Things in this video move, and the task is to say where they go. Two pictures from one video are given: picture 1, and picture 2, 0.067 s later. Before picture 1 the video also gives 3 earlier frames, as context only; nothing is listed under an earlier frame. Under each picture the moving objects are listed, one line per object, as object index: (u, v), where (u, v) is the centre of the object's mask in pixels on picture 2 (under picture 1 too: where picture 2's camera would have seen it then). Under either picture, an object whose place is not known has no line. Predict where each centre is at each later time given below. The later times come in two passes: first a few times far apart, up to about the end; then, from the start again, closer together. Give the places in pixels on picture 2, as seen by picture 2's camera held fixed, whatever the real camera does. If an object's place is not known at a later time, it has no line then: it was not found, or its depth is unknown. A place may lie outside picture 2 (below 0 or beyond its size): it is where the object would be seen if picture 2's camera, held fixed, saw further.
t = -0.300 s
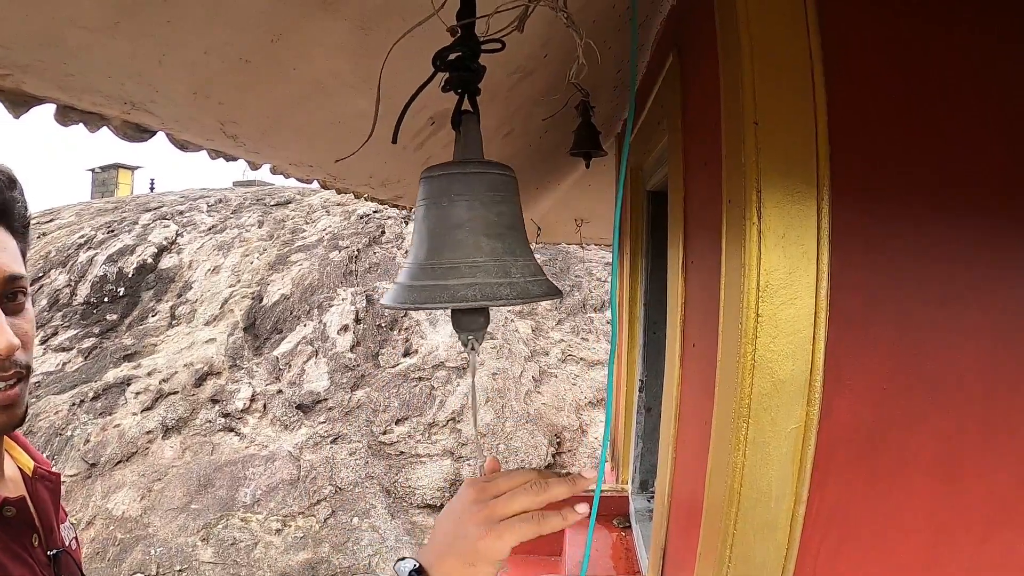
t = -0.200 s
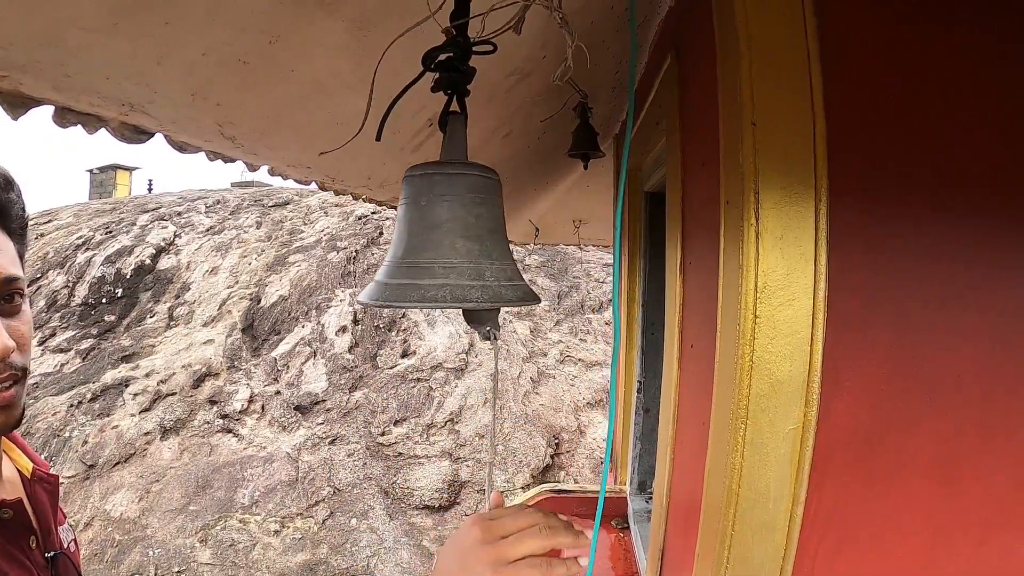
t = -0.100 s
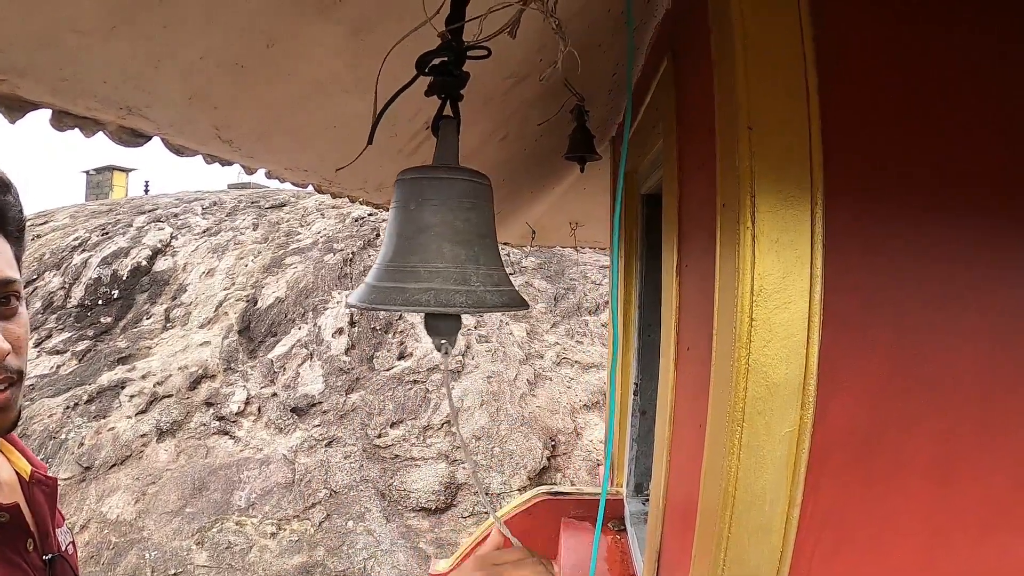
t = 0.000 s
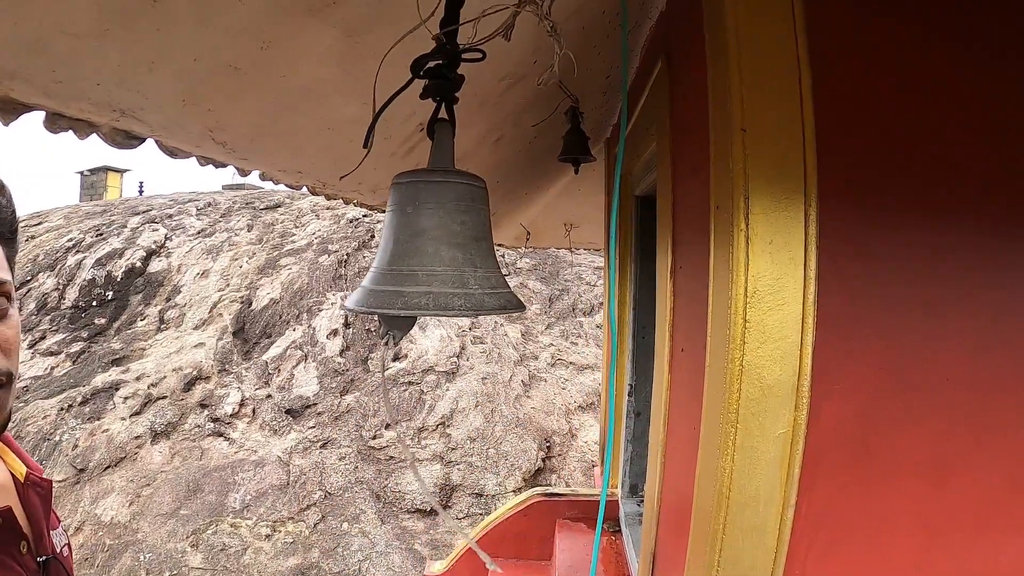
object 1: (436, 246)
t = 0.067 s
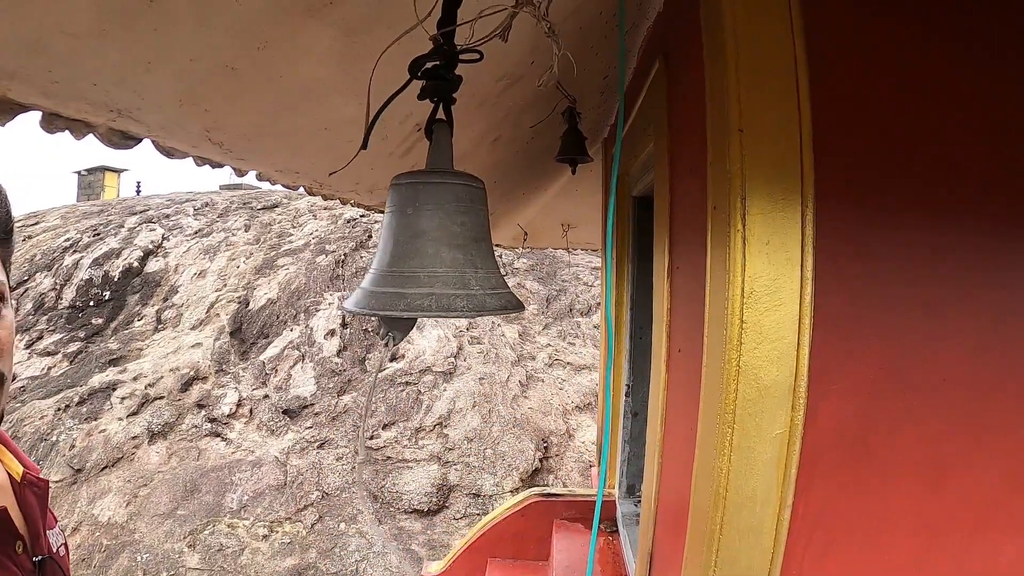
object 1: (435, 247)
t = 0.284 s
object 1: (457, 249)
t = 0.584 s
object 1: (479, 251)
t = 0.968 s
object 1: (495, 257)
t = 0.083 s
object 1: (435, 247)
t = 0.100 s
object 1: (436, 247)
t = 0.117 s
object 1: (437, 247)
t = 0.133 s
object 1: (438, 247)
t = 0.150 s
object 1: (439, 248)
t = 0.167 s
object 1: (441, 248)
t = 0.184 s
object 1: (443, 248)
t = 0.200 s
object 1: (445, 248)
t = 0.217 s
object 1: (447, 248)
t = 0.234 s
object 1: (449, 248)
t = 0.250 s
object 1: (452, 249)
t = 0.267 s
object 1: (455, 249)
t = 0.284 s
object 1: (457, 249)
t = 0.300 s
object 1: (460, 249)
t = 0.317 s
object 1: (463, 249)
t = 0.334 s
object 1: (466, 249)
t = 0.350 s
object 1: (469, 249)
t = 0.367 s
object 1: (471, 249)
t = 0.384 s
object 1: (474, 250)
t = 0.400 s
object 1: (476, 250)
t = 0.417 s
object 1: (478, 250)
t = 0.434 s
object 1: (480, 250)
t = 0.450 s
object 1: (481, 251)
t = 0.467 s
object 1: (482, 250)
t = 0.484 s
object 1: (482, 250)
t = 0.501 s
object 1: (482, 251)
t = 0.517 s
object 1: (482, 250)
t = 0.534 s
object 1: (481, 251)
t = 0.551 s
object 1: (481, 251)
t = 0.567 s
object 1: (480, 251)
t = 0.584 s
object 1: (479, 251)
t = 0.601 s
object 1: (478, 252)
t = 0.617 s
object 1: (477, 252)
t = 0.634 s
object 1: (476, 252)
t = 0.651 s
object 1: (476, 253)
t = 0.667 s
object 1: (475, 253)
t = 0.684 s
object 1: (475, 253)
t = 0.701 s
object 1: (474, 253)
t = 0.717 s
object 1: (474, 254)
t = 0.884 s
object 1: (485, 257)
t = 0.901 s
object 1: (487, 257)
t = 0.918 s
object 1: (488, 256)
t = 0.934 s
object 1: (491, 256)
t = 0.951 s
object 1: (493, 256)
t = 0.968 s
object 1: (495, 257)
